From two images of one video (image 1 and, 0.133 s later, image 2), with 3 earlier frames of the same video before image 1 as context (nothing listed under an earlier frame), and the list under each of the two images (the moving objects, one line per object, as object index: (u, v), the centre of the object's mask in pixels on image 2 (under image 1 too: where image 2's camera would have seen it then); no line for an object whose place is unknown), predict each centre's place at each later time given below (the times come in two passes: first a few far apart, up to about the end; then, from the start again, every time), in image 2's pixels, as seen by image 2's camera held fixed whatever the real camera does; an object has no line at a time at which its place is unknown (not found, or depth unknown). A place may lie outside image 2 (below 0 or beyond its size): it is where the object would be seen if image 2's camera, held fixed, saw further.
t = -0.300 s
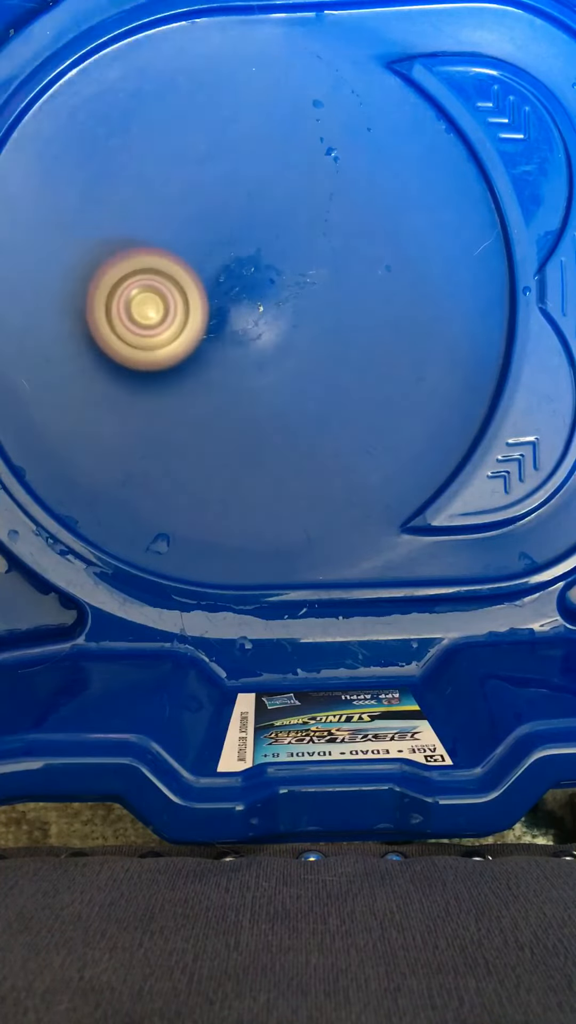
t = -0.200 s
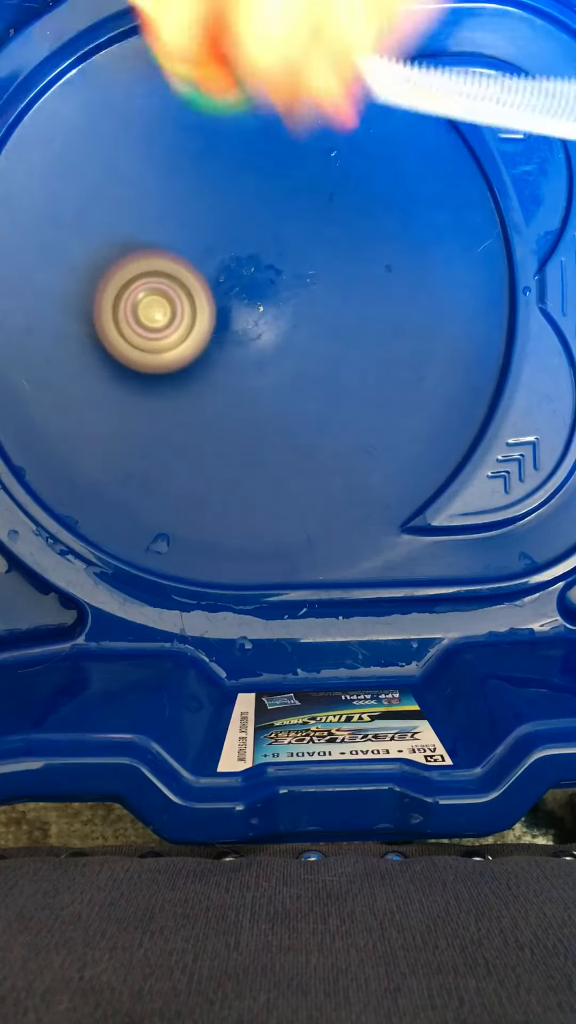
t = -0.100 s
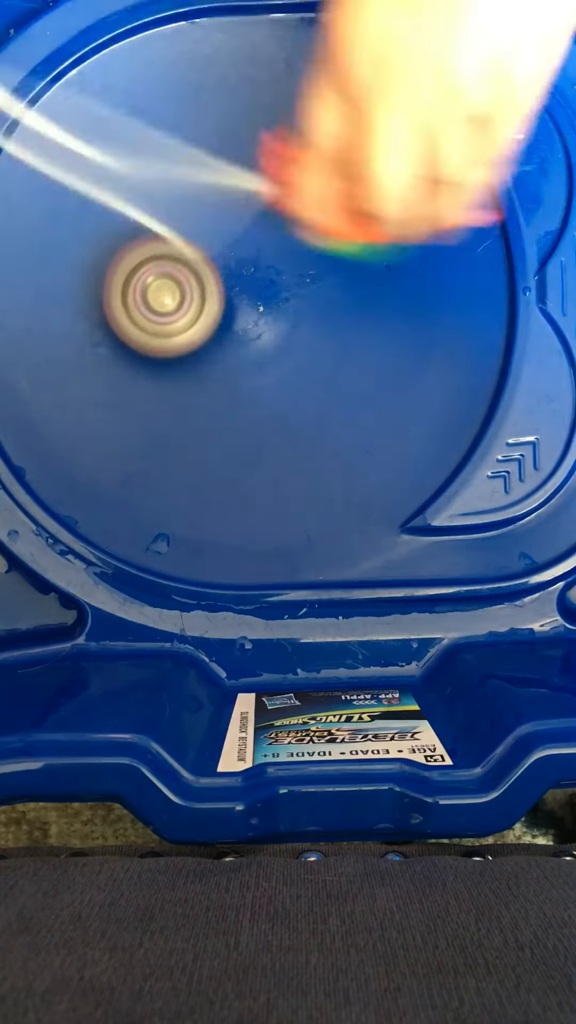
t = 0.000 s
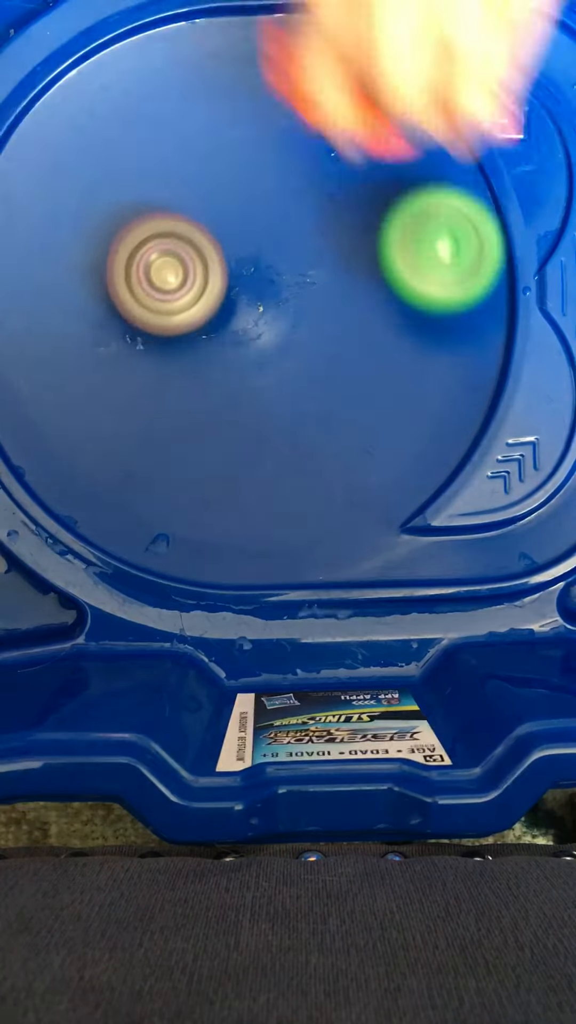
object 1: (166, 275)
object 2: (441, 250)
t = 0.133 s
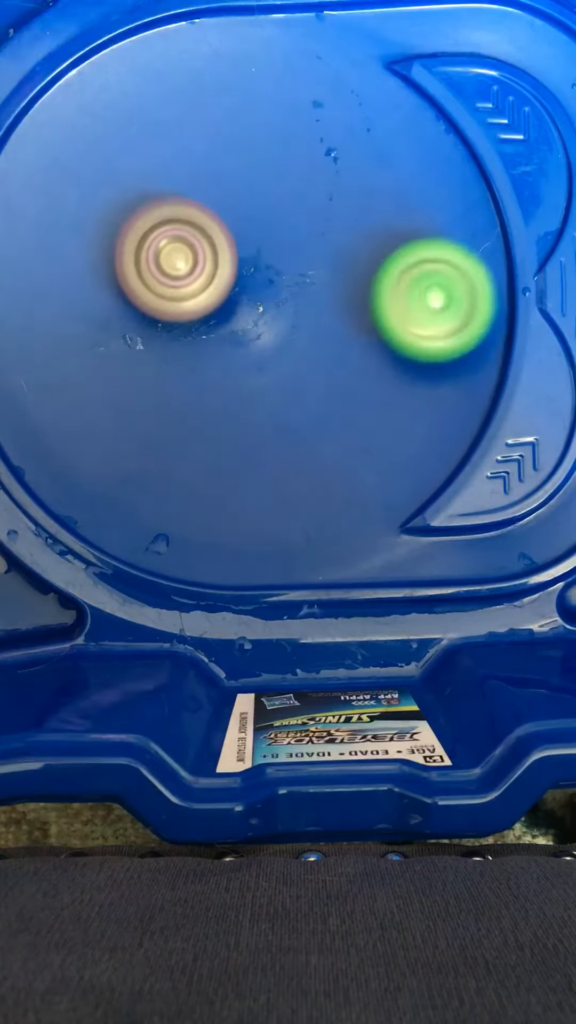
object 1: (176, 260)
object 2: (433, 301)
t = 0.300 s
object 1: (192, 239)
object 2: (345, 227)
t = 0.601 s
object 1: (104, 322)
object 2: (249, 68)
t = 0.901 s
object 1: (190, 388)
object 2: (124, 241)
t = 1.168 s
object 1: (337, 397)
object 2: (217, 272)
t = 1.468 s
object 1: (438, 290)
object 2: (233, 148)
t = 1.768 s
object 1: (401, 208)
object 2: (87, 230)
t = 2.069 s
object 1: (293, 265)
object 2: (173, 369)
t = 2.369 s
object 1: (323, 262)
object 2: (243, 493)
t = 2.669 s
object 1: (264, 146)
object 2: (383, 529)
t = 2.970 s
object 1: (87, 85)
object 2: (501, 562)
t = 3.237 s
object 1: (72, 202)
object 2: (539, 503)
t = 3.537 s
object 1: (204, 281)
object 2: (555, 472)
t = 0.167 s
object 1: (179, 256)
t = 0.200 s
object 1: (182, 252)
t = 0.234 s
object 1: (186, 248)
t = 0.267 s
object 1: (189, 243)
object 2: (363, 253)
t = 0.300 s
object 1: (192, 239)
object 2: (345, 227)
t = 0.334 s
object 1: (196, 234)
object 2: (326, 201)
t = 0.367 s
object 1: (183, 234)
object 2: (316, 175)
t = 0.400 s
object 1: (150, 241)
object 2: (330, 145)
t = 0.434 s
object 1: (129, 250)
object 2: (334, 122)
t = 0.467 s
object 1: (115, 262)
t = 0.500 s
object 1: (106, 278)
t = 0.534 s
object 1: (102, 294)
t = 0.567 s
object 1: (102, 309)
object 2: (273, 72)
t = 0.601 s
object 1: (104, 322)
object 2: (249, 68)
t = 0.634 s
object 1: (110, 335)
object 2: (223, 68)
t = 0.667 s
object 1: (116, 347)
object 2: (198, 74)
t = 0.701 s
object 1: (124, 358)
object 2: (175, 85)
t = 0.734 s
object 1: (132, 366)
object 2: (154, 103)
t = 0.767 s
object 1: (141, 375)
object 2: (138, 126)
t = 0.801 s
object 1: (152, 380)
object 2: (126, 153)
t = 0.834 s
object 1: (163, 385)
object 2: (119, 182)
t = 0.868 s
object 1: (177, 387)
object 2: (119, 212)
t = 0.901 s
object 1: (190, 388)
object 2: (124, 241)
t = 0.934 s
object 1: (202, 387)
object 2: (134, 268)
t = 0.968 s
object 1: (218, 395)
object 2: (143, 280)
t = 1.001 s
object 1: (240, 411)
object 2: (150, 280)
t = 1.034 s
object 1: (260, 417)
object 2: (161, 285)
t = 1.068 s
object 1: (280, 417)
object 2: (175, 289)
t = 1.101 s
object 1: (300, 413)
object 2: (190, 289)
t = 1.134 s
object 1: (319, 407)
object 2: (204, 285)
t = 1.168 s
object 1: (337, 397)
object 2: (217, 272)
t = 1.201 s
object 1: (353, 384)
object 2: (234, 255)
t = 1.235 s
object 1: (367, 369)
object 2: (253, 241)
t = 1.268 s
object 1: (379, 352)
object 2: (268, 233)
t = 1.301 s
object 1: (388, 335)
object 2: (280, 228)
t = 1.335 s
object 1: (394, 316)
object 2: (287, 225)
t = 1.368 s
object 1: (397, 298)
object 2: (292, 220)
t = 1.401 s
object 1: (410, 292)
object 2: (279, 197)
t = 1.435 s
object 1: (428, 295)
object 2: (255, 166)
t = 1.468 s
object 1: (438, 290)
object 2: (233, 148)
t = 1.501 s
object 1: (444, 281)
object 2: (210, 139)
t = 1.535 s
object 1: (448, 269)
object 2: (187, 136)
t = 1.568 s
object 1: (449, 257)
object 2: (164, 138)
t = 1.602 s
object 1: (447, 245)
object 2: (142, 146)
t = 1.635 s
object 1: (442, 235)
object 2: (123, 157)
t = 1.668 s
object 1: (436, 225)
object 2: (108, 171)
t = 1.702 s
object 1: (426, 218)
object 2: (96, 190)
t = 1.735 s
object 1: (415, 212)
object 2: (89, 210)
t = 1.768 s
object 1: (401, 208)
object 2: (87, 230)
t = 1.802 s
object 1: (387, 207)
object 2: (88, 250)
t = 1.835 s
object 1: (371, 208)
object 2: (93, 270)
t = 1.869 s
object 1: (355, 211)
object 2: (103, 289)
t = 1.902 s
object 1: (339, 216)
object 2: (115, 306)
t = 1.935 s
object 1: (322, 223)
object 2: (130, 320)
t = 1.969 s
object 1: (305, 234)
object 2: (147, 333)
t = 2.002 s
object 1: (291, 246)
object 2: (164, 341)
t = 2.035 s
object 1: (279, 262)
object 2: (182, 349)
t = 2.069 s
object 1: (293, 265)
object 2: (173, 369)
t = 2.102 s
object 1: (316, 262)
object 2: (154, 394)
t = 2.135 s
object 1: (331, 261)
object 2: (145, 415)
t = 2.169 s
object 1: (337, 262)
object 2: (145, 433)
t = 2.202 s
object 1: (338, 262)
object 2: (153, 448)
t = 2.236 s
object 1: (337, 261)
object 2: (167, 463)
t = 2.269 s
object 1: (334, 260)
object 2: (184, 476)
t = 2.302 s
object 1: (331, 260)
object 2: (203, 485)
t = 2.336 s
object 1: (327, 260)
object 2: (223, 491)
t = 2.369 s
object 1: (323, 262)
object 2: (243, 493)
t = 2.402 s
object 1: (318, 266)
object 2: (262, 492)
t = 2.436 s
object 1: (314, 271)
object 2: (281, 486)
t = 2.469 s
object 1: (310, 279)
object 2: (299, 477)
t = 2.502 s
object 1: (307, 285)
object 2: (314, 465)
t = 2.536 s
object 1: (304, 291)
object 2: (327, 450)
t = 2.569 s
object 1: (301, 297)
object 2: (338, 433)
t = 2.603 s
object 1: (297, 291)
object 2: (346, 428)
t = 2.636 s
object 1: (284, 216)
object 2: (367, 484)
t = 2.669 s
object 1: (264, 146)
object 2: (383, 529)
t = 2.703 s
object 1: (247, 96)
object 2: (397, 567)
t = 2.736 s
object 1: (232, 60)
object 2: (413, 564)
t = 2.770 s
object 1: (213, 42)
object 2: (426, 547)
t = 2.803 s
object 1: (188, 35)
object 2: (439, 537)
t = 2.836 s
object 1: (164, 37)
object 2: (451, 543)
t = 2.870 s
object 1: (142, 44)
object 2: (464, 549)
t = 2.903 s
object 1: (121, 53)
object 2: (477, 554)
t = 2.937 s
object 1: (101, 67)
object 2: (490, 558)
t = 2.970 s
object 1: (87, 85)
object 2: (501, 562)
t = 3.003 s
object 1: (74, 102)
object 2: (512, 558)
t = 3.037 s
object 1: (64, 118)
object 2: (519, 551)
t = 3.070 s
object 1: (59, 132)
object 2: (524, 544)
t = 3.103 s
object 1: (57, 145)
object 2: (528, 535)
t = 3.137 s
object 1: (56, 160)
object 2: (530, 522)
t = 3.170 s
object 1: (59, 173)
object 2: (533, 510)
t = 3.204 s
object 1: (63, 187)
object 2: (537, 506)
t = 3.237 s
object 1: (72, 202)
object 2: (539, 503)
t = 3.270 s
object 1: (84, 215)
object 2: (541, 500)
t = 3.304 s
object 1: (96, 227)
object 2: (544, 497)
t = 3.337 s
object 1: (110, 239)
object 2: (546, 494)
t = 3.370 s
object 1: (126, 249)
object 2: (547, 491)
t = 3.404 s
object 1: (141, 259)
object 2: (549, 488)
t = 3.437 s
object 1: (158, 267)
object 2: (550, 485)
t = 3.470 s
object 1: (174, 274)
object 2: (552, 482)
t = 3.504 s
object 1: (189, 279)
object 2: (553, 477)
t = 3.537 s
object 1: (204, 281)
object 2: (555, 472)
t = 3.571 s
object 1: (218, 276)
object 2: (557, 466)
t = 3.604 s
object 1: (237, 268)
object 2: (559, 460)
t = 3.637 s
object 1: (258, 261)
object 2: (561, 453)
